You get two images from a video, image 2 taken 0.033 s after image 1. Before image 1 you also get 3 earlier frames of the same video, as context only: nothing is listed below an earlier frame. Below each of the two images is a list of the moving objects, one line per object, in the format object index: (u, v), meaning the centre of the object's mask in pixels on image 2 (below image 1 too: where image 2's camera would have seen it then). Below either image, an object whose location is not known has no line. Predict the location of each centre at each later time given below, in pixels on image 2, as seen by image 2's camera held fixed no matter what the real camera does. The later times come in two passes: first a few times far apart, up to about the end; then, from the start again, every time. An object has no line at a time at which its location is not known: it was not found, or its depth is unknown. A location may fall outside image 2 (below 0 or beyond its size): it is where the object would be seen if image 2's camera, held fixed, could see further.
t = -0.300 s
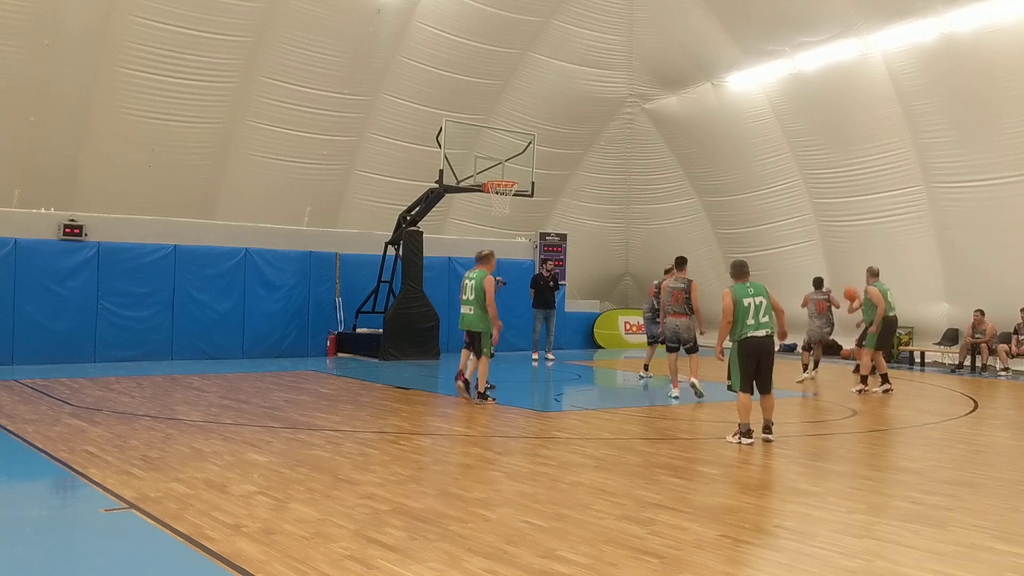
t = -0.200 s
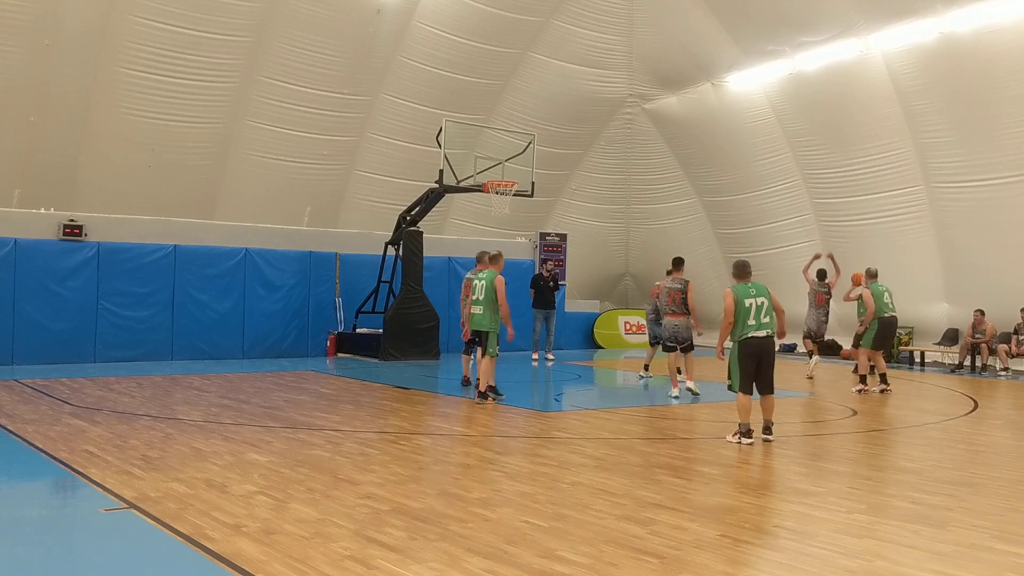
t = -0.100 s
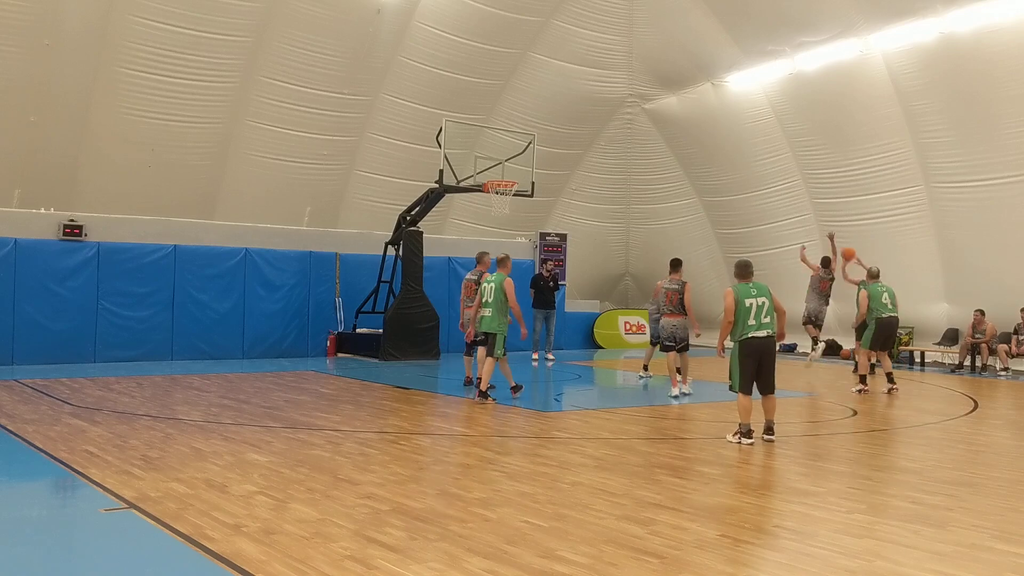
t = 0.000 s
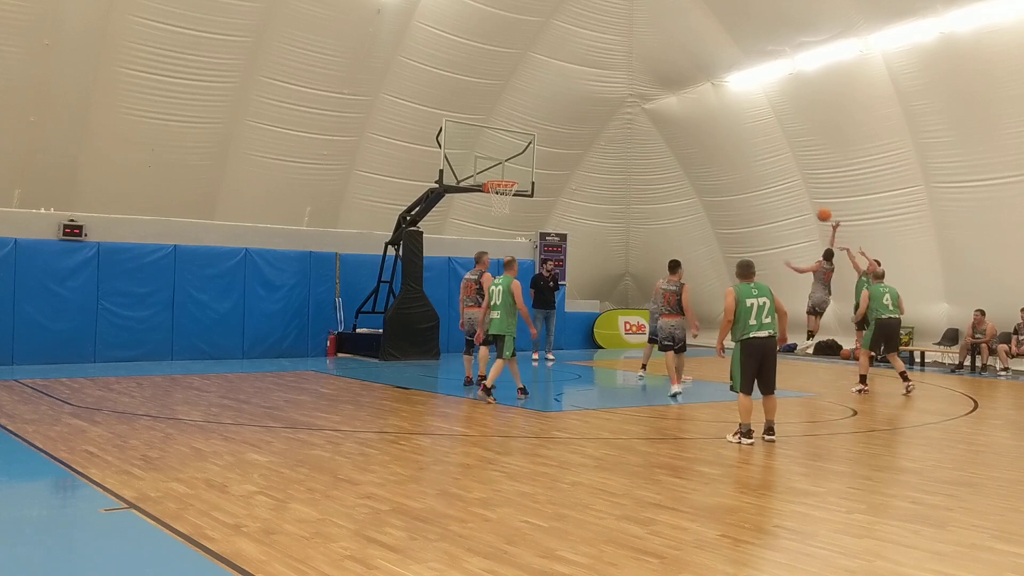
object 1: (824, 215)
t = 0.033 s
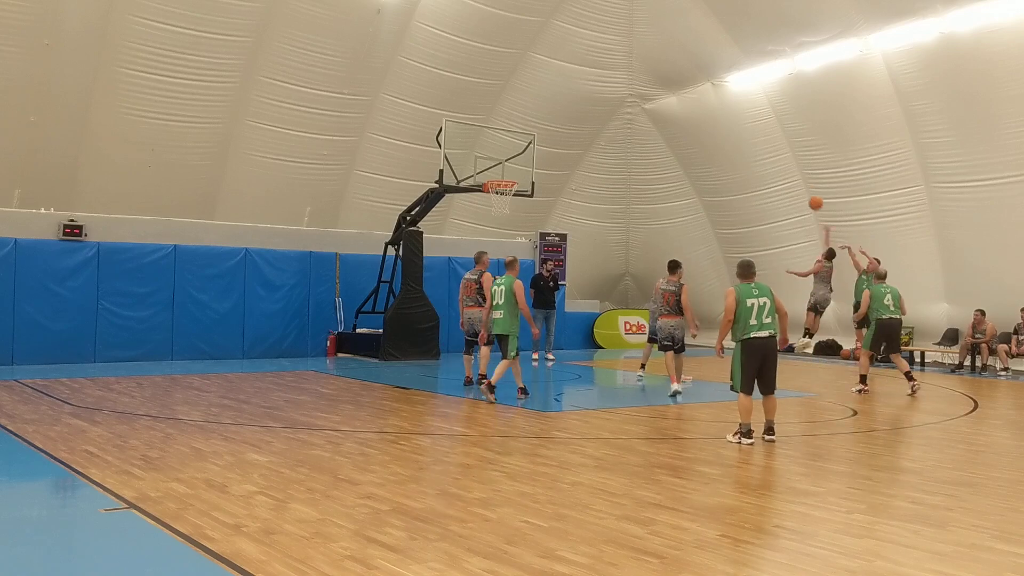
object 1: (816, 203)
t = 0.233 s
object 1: (765, 145)
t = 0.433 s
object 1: (713, 110)
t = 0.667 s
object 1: (650, 98)
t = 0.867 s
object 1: (594, 114)
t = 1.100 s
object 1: (527, 164)
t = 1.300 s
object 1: (480, 170)
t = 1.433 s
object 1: (459, 172)
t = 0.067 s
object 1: (807, 192)
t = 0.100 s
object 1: (799, 181)
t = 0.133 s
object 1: (790, 171)
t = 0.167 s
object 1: (783, 162)
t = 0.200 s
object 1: (774, 153)
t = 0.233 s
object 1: (765, 145)
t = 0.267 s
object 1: (757, 138)
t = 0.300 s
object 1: (748, 131)
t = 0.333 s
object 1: (739, 124)
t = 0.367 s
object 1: (731, 119)
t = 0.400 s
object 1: (722, 114)
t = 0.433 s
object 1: (713, 110)
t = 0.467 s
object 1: (704, 106)
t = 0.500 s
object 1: (696, 103)
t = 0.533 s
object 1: (686, 100)
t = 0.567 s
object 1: (677, 99)
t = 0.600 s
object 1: (668, 98)
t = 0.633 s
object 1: (659, 97)
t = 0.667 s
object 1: (650, 98)
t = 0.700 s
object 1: (641, 99)
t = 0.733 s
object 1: (632, 100)
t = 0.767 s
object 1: (623, 103)
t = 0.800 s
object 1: (613, 105)
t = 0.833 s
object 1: (604, 109)
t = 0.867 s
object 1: (594, 114)
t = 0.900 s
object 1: (585, 119)
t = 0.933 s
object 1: (576, 124)
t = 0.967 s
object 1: (566, 131)
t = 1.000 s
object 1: (556, 138)
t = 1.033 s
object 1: (546, 146)
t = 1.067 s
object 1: (537, 154)
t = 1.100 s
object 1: (527, 164)
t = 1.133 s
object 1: (518, 174)
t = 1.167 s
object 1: (510, 174)
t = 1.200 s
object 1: (503, 172)
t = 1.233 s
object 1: (495, 171)
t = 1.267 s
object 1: (488, 170)
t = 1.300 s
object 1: (480, 170)
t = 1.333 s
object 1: (472, 169)
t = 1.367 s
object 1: (464, 171)
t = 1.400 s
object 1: (460, 171)
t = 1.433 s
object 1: (459, 172)
